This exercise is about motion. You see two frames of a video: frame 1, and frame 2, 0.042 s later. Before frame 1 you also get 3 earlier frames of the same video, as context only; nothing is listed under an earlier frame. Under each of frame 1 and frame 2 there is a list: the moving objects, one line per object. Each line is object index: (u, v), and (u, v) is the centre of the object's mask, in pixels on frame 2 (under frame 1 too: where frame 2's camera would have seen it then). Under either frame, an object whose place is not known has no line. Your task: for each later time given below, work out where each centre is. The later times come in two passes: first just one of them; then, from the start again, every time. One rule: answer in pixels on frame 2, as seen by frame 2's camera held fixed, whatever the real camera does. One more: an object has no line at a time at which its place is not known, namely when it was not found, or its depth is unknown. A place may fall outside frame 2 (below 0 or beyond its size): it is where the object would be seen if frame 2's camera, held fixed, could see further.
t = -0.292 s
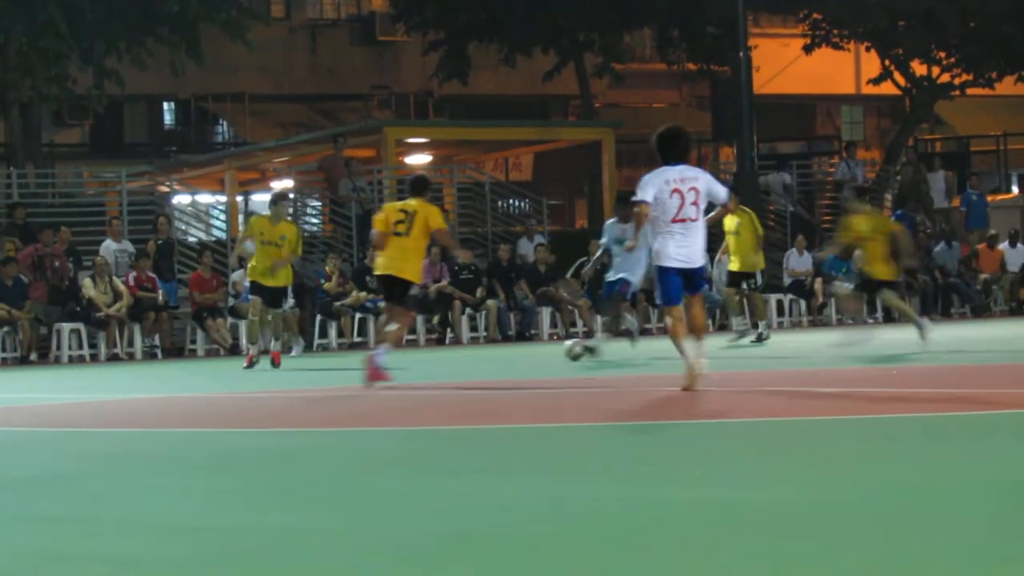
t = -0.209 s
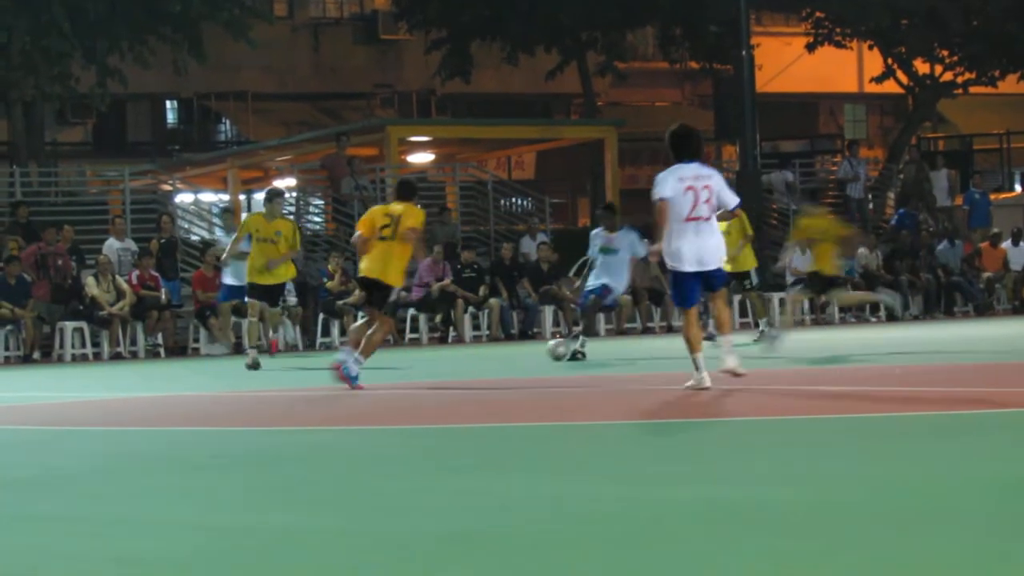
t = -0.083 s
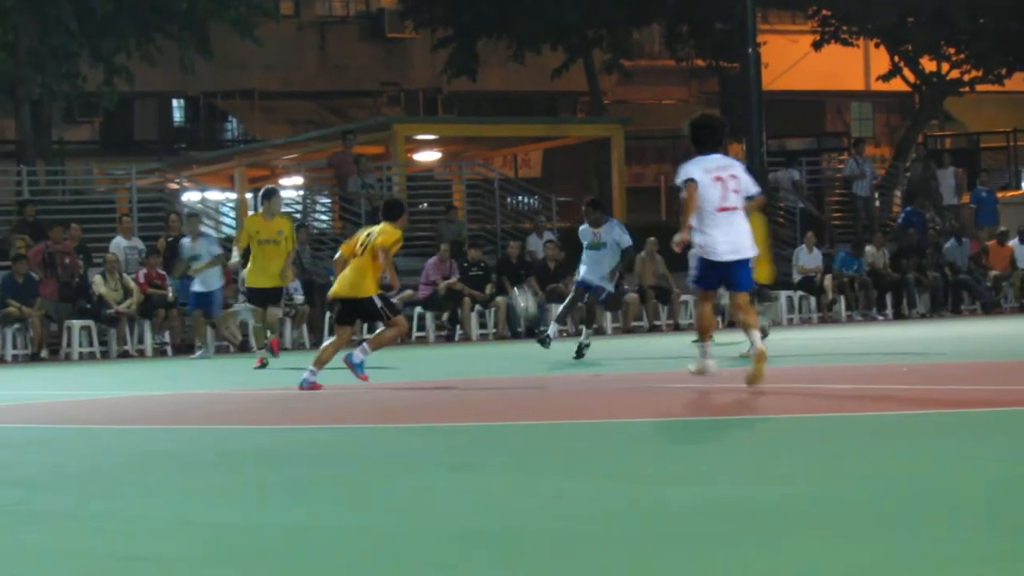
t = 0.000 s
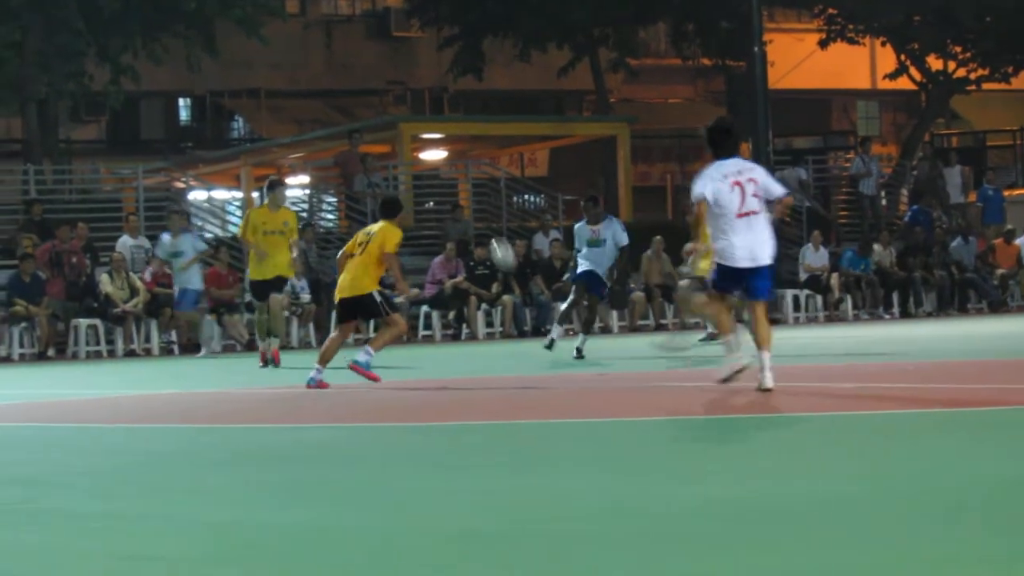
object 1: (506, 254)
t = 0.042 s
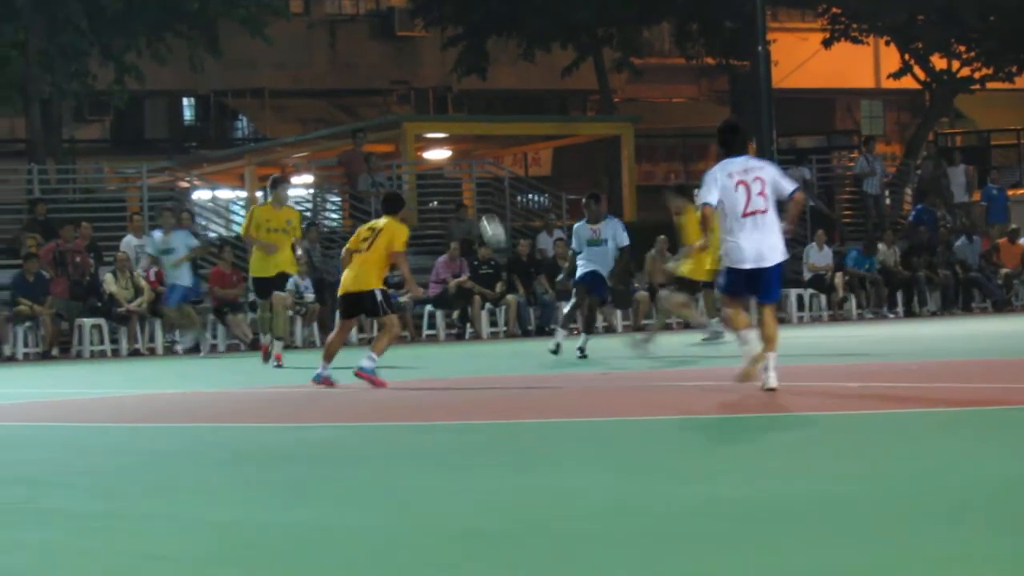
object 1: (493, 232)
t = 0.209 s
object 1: (441, 152)
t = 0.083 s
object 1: (480, 210)
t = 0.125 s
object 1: (466, 190)
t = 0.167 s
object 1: (453, 171)
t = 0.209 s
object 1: (441, 152)
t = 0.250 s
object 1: (427, 134)
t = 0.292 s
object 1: (413, 119)
